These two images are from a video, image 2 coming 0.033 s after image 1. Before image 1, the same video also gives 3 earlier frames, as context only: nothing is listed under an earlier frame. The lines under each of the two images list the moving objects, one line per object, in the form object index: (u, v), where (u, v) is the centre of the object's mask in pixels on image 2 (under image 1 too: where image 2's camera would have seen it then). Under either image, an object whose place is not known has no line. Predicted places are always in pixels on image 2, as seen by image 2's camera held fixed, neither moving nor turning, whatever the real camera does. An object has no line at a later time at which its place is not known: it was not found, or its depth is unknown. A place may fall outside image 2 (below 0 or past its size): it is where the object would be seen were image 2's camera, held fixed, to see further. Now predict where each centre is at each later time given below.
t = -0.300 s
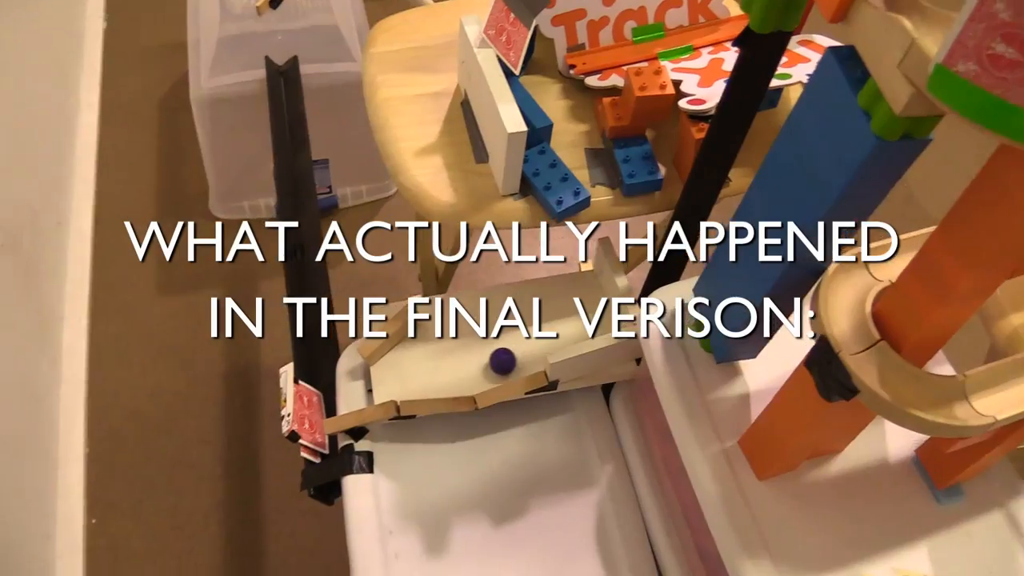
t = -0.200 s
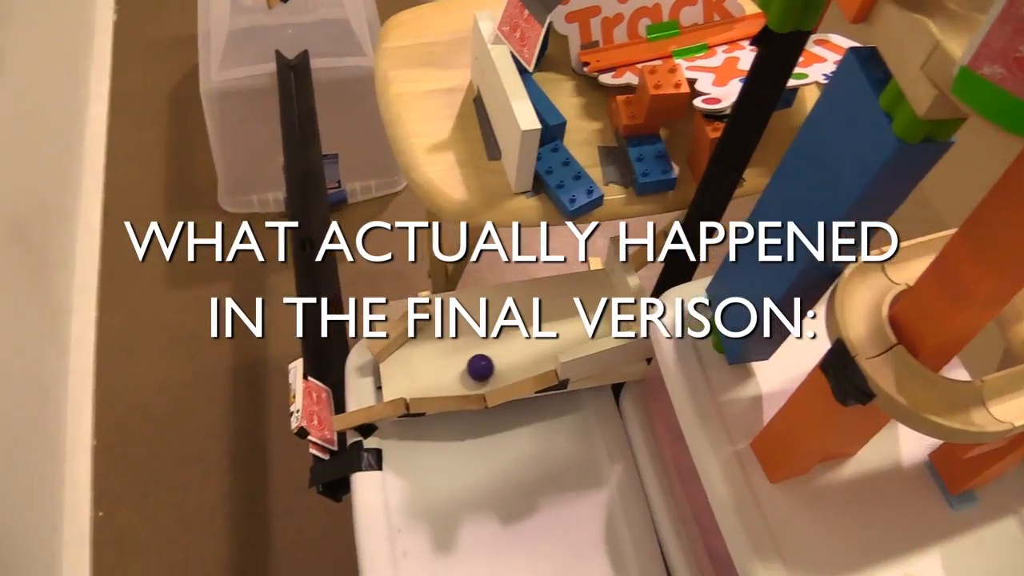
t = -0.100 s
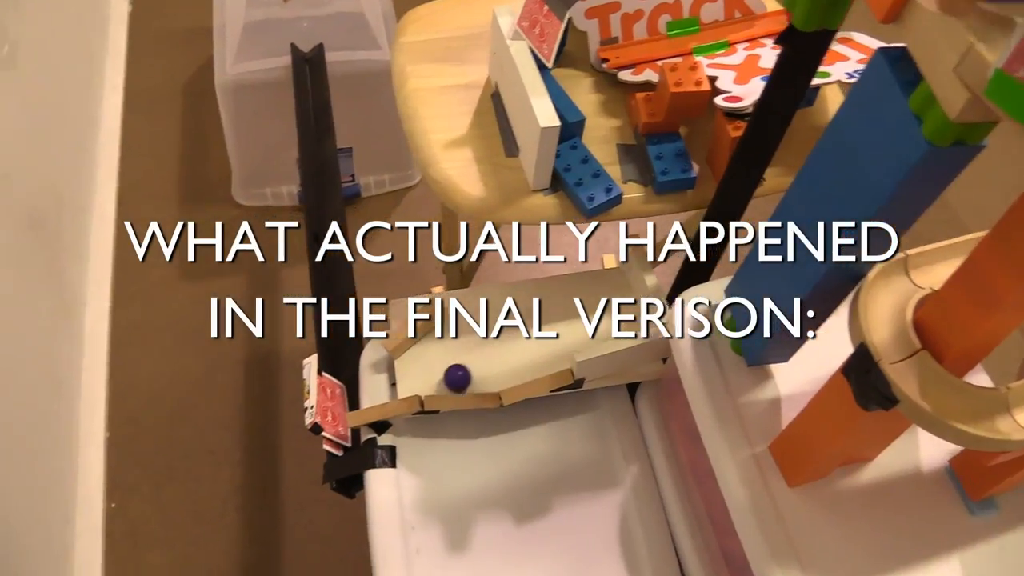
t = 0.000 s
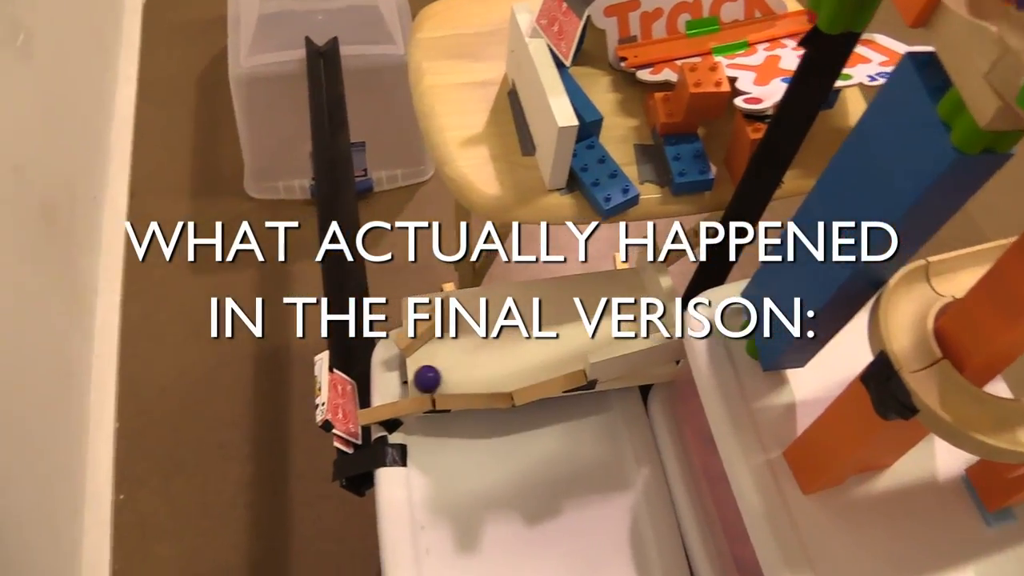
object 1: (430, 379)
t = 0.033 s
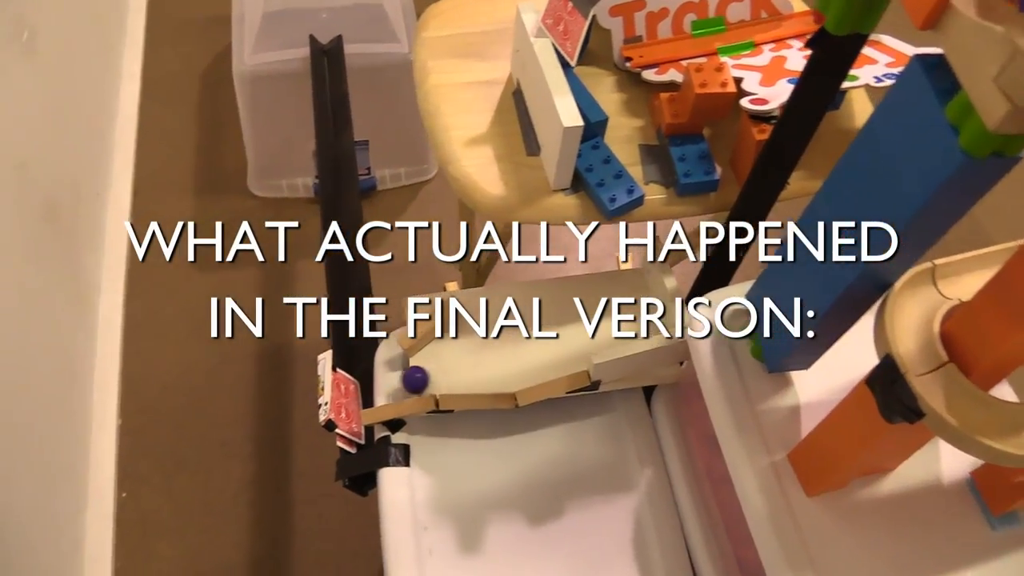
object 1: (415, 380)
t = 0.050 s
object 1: (408, 380)
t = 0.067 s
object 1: (400, 382)
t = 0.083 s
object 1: (392, 384)
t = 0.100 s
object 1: (385, 386)
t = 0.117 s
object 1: (378, 384)
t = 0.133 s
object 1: (372, 383)
